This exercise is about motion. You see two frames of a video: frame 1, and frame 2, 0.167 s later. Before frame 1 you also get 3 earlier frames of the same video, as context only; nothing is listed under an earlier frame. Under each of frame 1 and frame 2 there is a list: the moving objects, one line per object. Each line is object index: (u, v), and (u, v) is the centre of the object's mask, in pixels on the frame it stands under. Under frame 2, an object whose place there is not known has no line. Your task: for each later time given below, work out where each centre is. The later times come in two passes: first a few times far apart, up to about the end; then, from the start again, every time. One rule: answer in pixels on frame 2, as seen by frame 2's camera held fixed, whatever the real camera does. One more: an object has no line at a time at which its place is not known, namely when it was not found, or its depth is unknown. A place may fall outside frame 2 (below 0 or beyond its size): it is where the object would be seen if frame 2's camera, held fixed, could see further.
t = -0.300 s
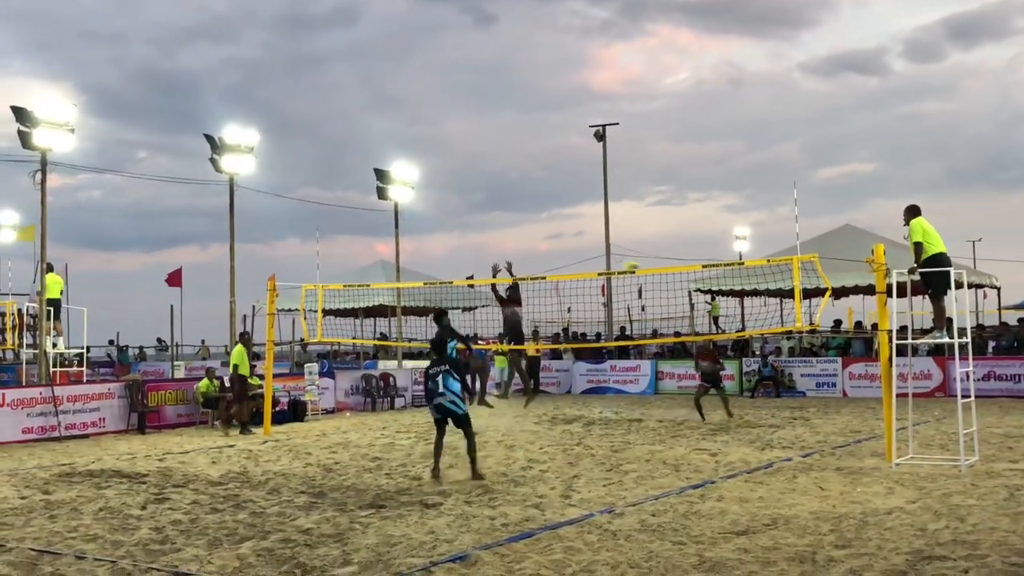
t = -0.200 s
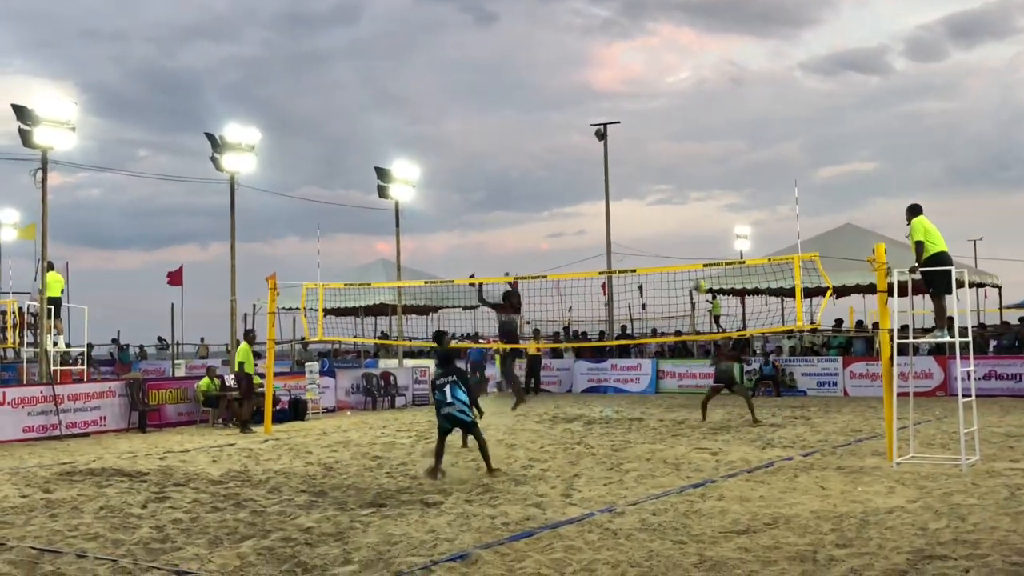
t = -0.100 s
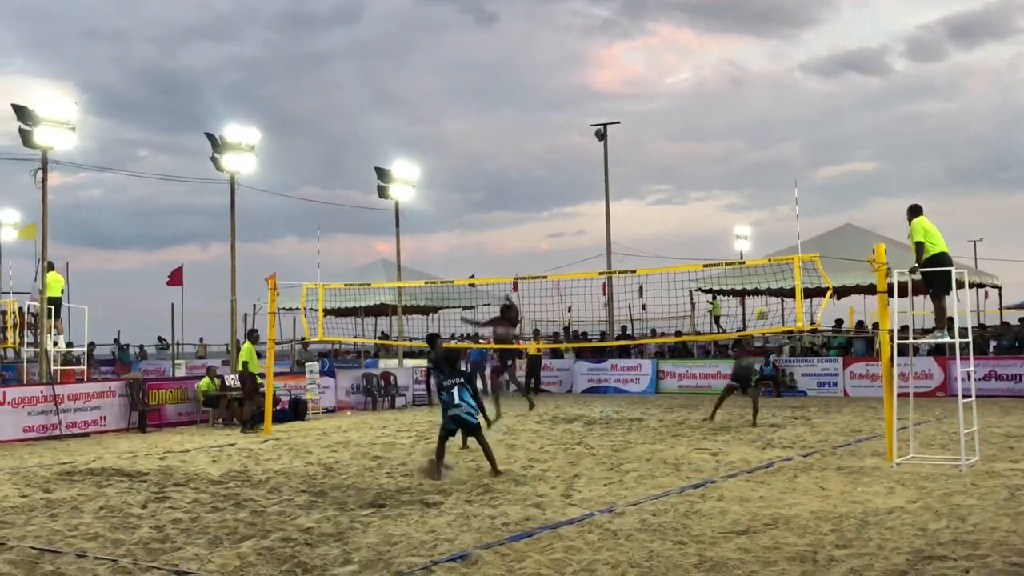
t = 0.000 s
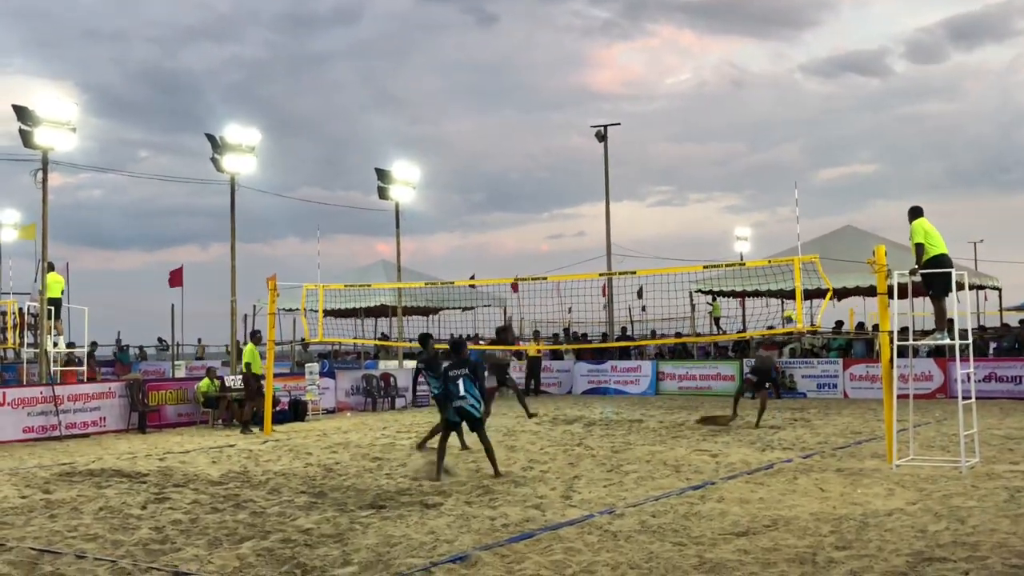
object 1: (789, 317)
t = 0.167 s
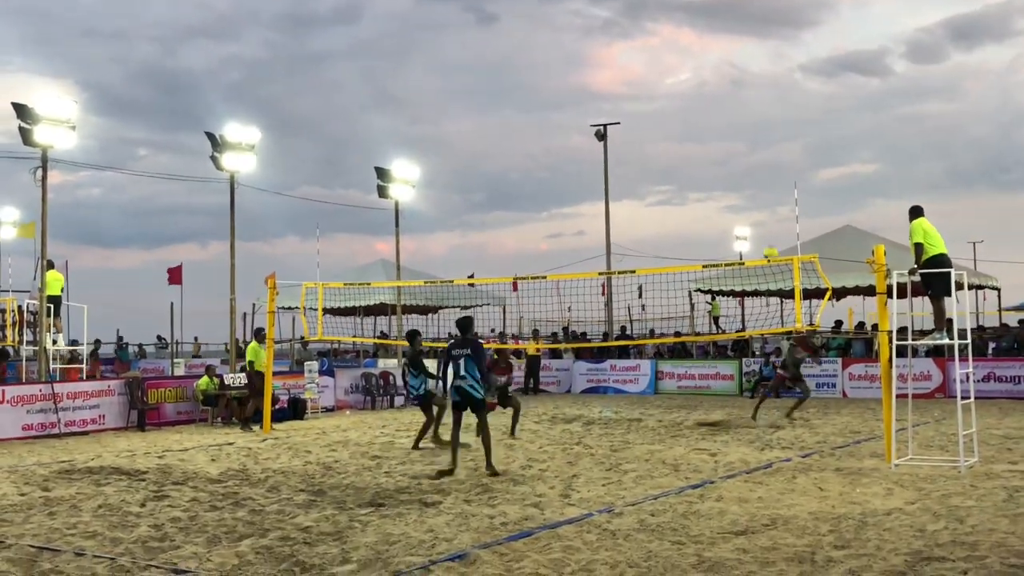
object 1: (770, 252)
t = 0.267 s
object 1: (758, 220)
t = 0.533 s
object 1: (721, 155)
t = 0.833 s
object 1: (673, 134)
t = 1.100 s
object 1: (622, 186)
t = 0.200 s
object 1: (766, 242)
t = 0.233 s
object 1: (762, 230)
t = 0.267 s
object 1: (758, 220)
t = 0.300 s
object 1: (754, 209)
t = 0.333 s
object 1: (749, 200)
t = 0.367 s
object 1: (745, 190)
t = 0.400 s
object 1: (740, 183)
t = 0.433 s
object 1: (736, 175)
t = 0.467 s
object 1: (731, 167)
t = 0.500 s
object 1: (727, 161)
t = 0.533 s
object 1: (721, 155)
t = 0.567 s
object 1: (717, 149)
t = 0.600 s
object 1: (712, 145)
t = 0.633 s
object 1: (707, 141)
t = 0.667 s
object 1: (702, 137)
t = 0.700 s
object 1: (697, 135)
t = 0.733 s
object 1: (691, 133)
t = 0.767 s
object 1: (685, 132)
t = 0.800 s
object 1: (680, 133)
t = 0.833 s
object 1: (673, 134)
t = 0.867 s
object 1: (667, 136)
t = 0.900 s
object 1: (661, 140)
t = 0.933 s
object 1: (655, 144)
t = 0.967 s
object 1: (649, 149)
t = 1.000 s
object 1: (642, 157)
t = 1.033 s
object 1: (635, 165)
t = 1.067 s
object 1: (628, 175)
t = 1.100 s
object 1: (622, 186)
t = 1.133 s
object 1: (614, 198)
